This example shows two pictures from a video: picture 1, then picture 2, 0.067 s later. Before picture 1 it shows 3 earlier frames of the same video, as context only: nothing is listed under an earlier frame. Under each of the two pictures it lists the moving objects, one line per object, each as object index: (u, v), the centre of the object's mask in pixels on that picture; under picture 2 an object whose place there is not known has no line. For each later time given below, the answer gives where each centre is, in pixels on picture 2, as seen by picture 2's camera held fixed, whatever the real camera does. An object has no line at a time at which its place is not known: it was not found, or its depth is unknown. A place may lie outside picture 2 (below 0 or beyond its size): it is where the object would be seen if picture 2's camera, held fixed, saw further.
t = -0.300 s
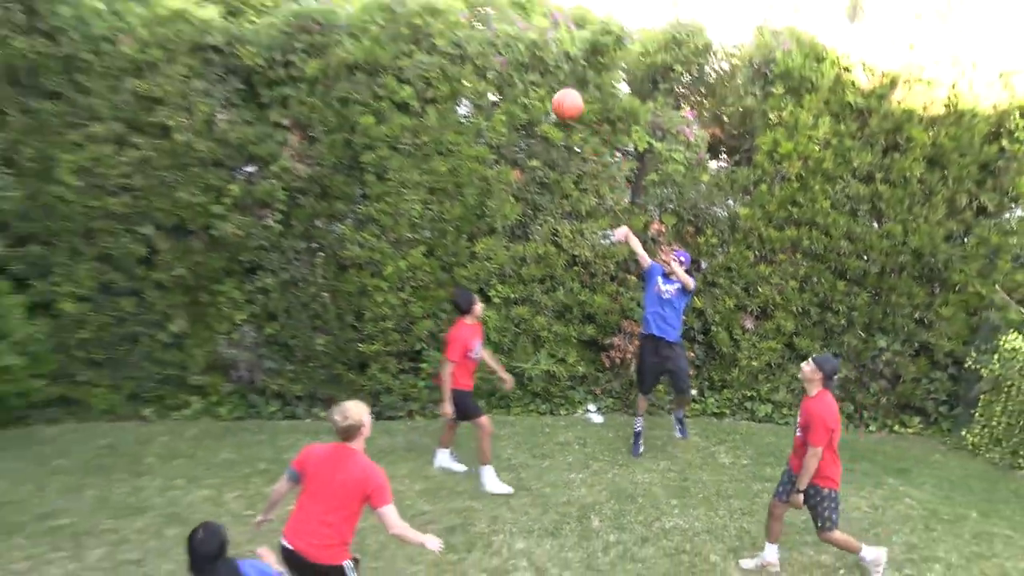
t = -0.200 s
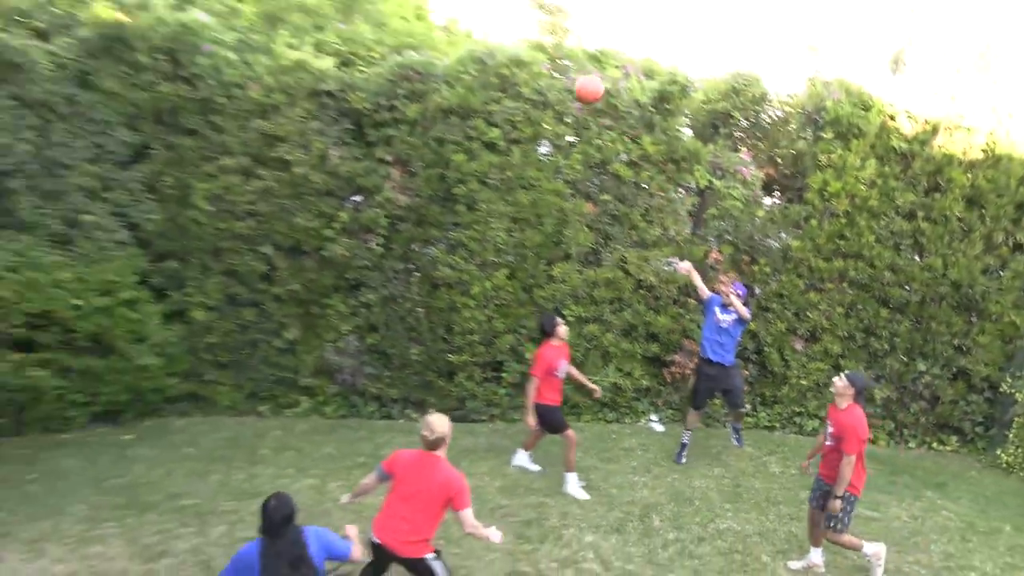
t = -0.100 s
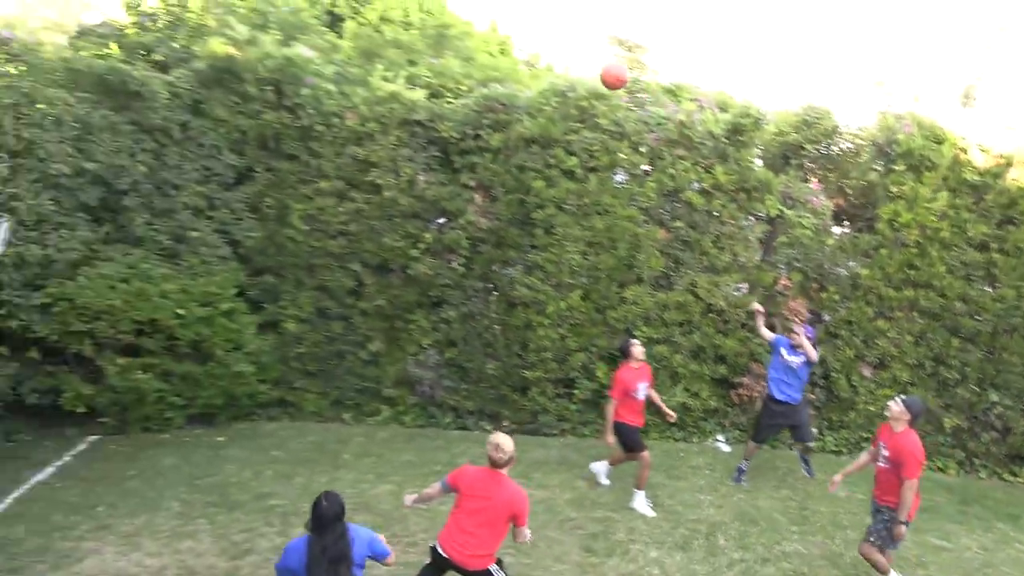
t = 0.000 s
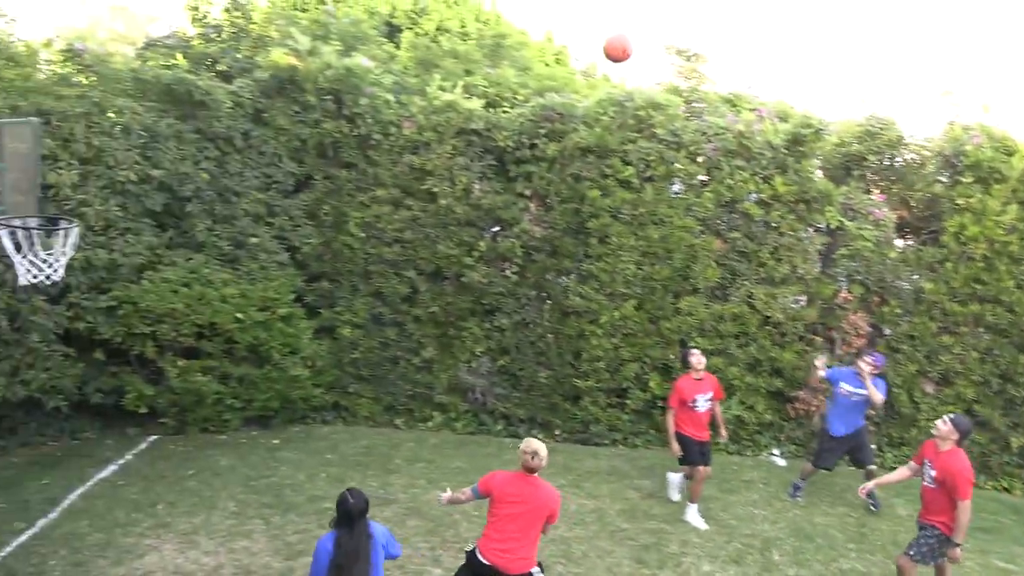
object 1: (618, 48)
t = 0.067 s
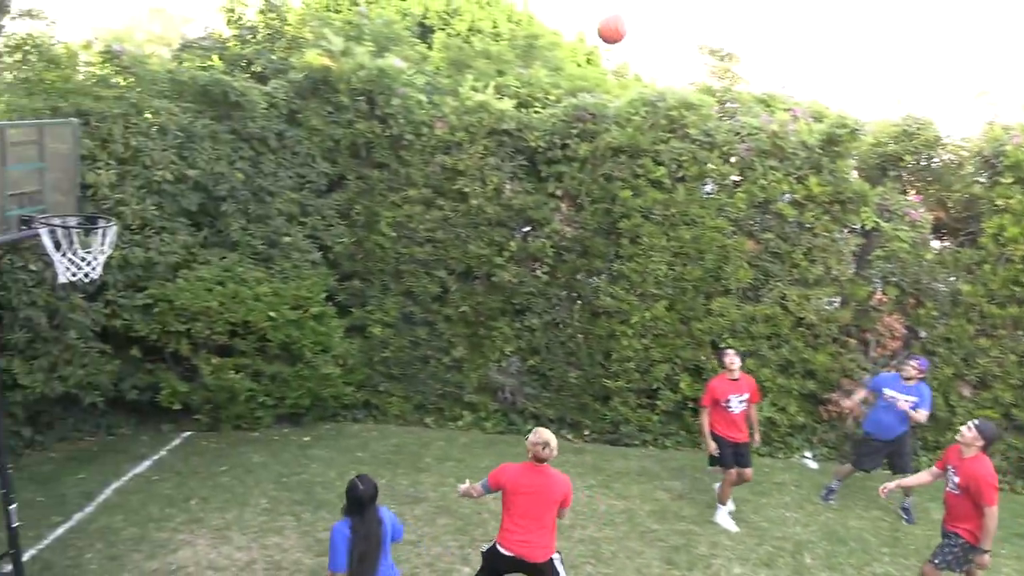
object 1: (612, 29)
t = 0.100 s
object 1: (592, 22)
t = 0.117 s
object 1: (582, 18)
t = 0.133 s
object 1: (572, 17)
